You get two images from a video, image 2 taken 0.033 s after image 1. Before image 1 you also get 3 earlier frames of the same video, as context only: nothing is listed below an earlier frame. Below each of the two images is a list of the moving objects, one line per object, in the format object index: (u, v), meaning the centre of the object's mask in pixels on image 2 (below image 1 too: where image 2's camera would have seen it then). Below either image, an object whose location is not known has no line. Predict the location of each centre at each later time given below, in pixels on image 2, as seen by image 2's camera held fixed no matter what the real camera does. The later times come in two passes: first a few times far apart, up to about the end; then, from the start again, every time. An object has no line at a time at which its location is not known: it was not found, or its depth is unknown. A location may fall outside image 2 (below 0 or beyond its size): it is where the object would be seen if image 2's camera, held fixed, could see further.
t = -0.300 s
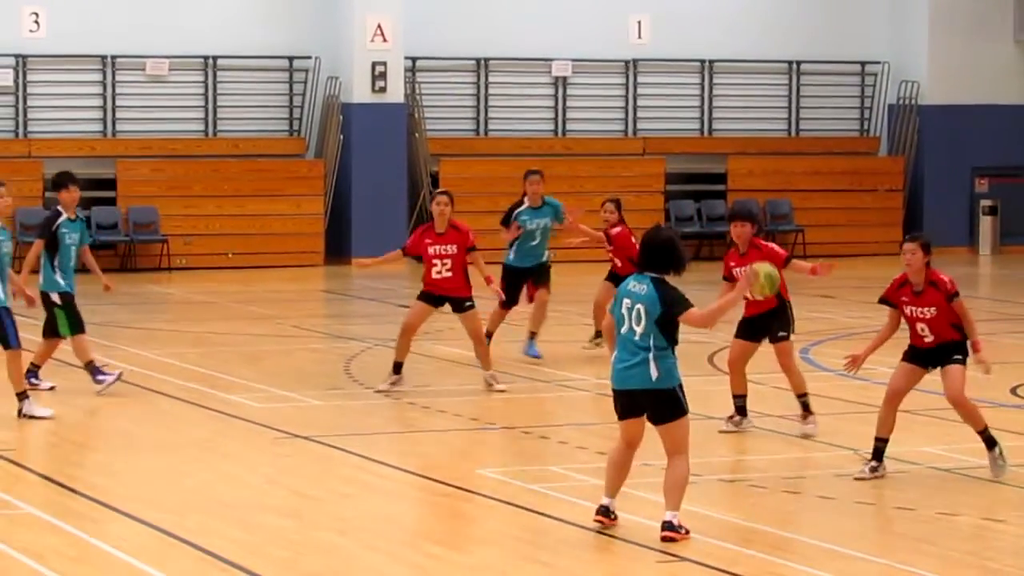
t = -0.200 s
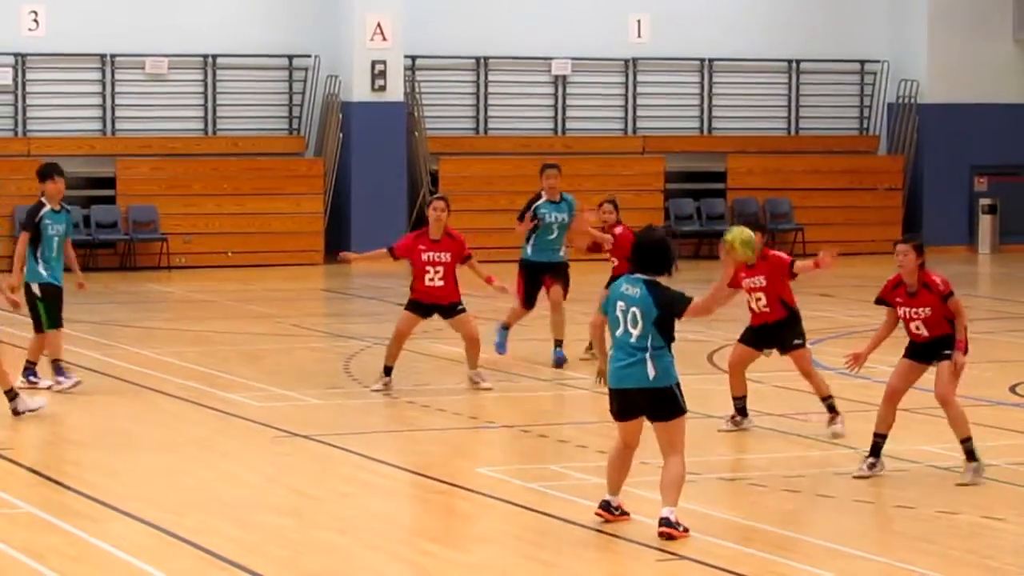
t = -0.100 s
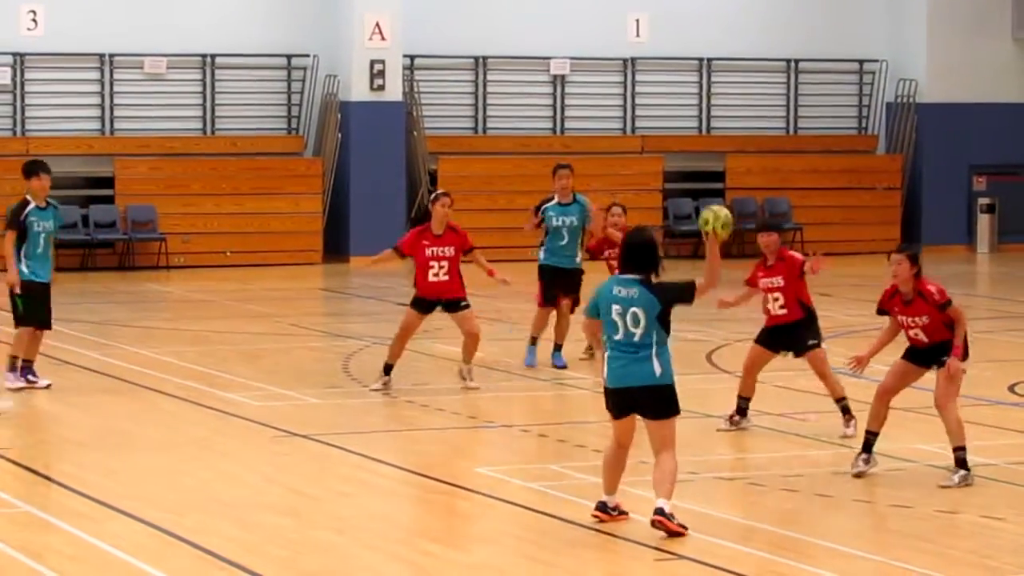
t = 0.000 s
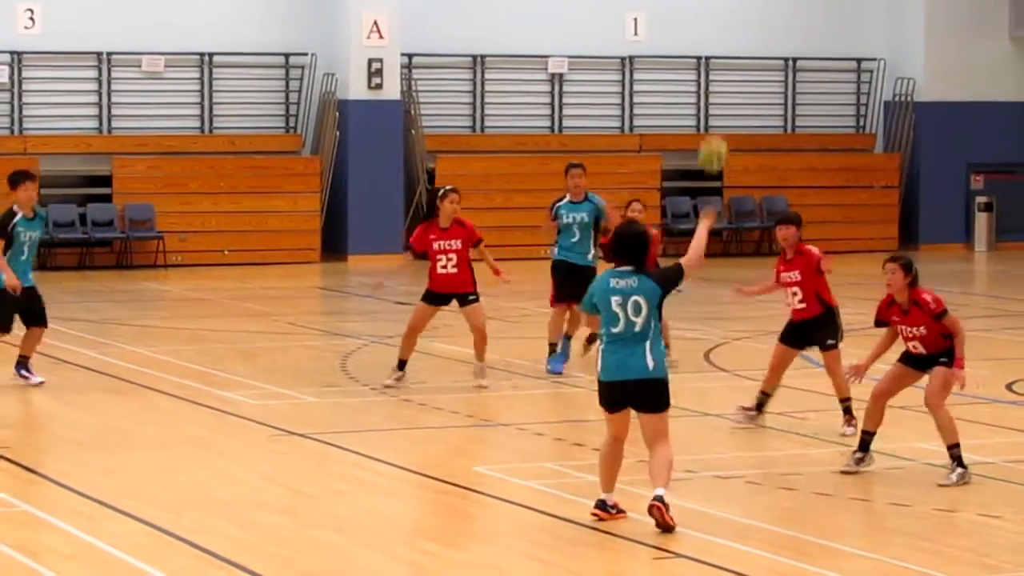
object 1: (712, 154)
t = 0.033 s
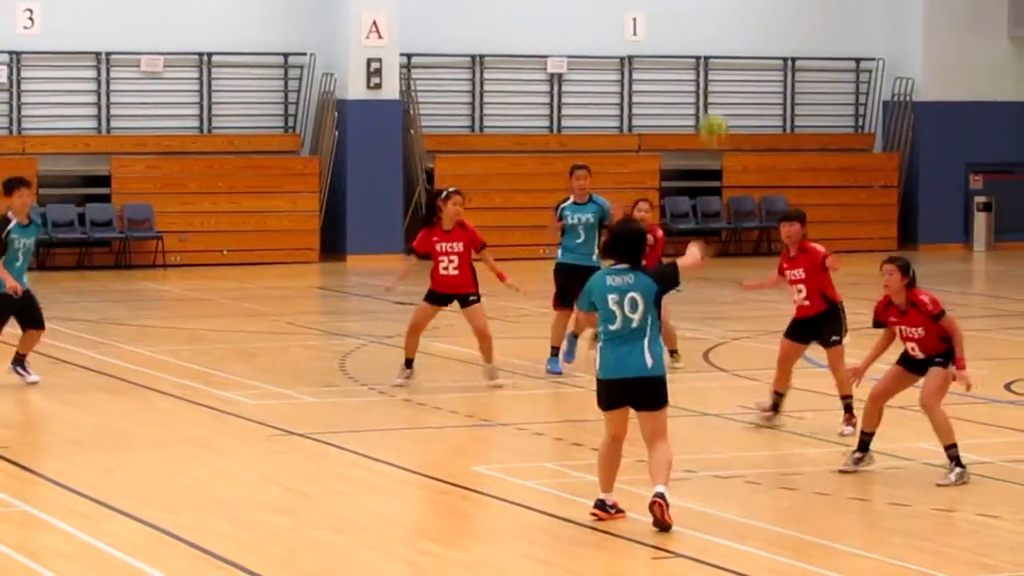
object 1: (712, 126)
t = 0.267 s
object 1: (715, 31)
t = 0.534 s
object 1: (716, 32)
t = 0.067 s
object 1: (713, 107)
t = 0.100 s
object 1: (713, 90)
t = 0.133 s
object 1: (714, 72)
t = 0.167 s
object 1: (714, 58)
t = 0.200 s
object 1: (713, 47)
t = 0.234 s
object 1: (715, 38)
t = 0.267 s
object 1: (715, 31)
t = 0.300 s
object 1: (715, 25)
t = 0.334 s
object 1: (717, 21)
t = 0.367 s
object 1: (717, 18)
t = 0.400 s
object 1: (716, 17)
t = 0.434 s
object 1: (717, 18)
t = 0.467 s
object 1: (716, 21)
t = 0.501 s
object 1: (716, 26)
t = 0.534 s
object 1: (716, 32)
